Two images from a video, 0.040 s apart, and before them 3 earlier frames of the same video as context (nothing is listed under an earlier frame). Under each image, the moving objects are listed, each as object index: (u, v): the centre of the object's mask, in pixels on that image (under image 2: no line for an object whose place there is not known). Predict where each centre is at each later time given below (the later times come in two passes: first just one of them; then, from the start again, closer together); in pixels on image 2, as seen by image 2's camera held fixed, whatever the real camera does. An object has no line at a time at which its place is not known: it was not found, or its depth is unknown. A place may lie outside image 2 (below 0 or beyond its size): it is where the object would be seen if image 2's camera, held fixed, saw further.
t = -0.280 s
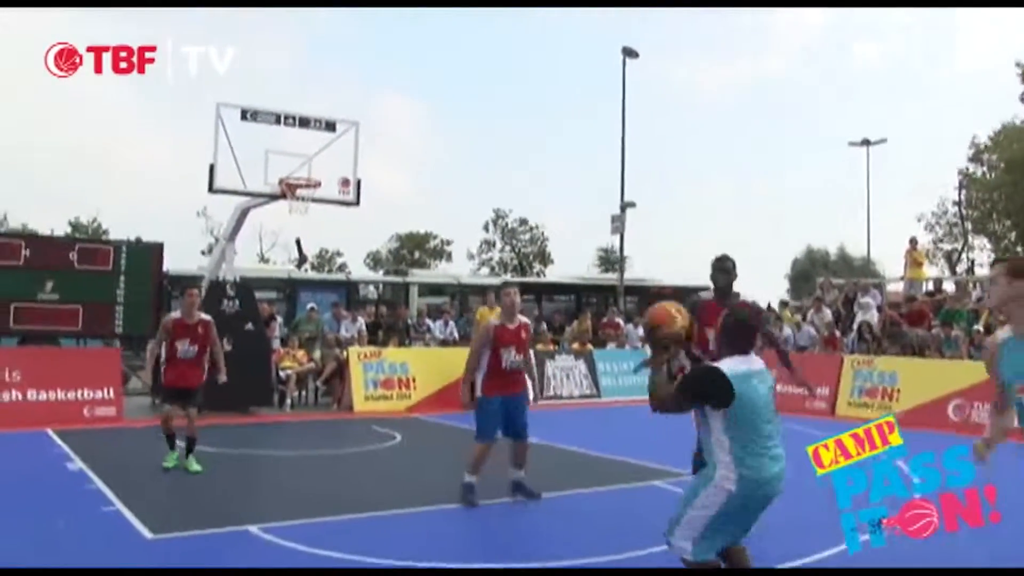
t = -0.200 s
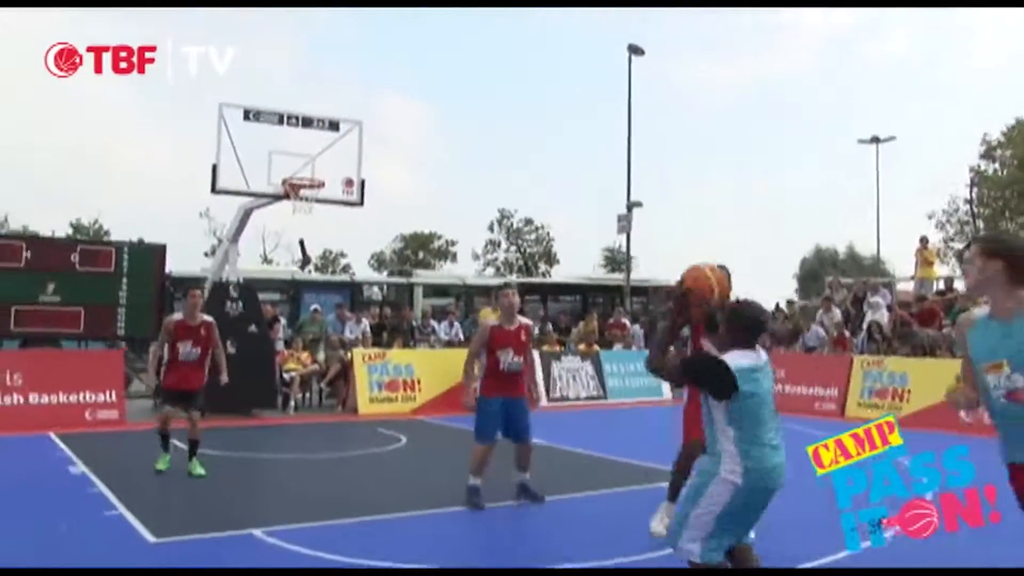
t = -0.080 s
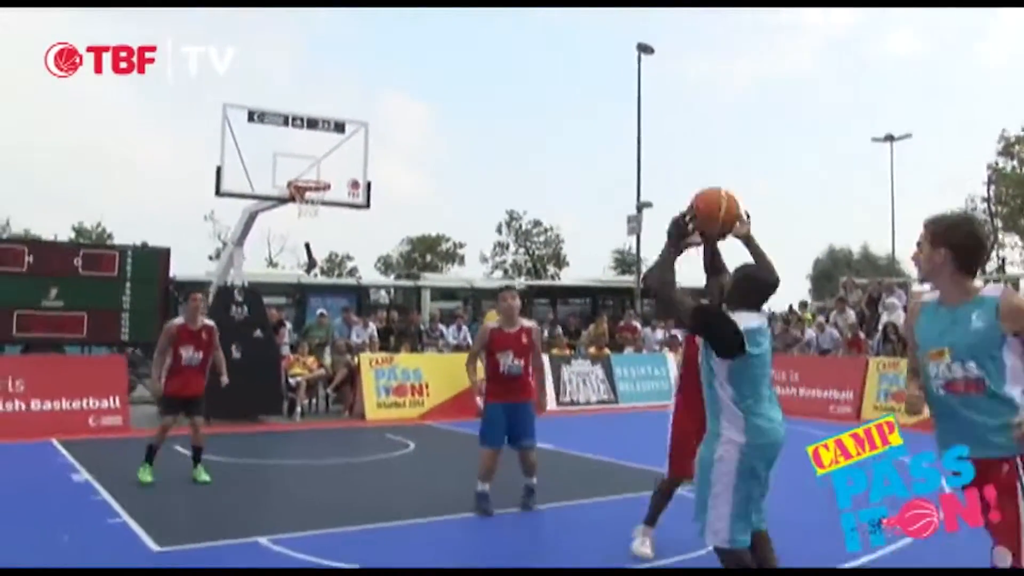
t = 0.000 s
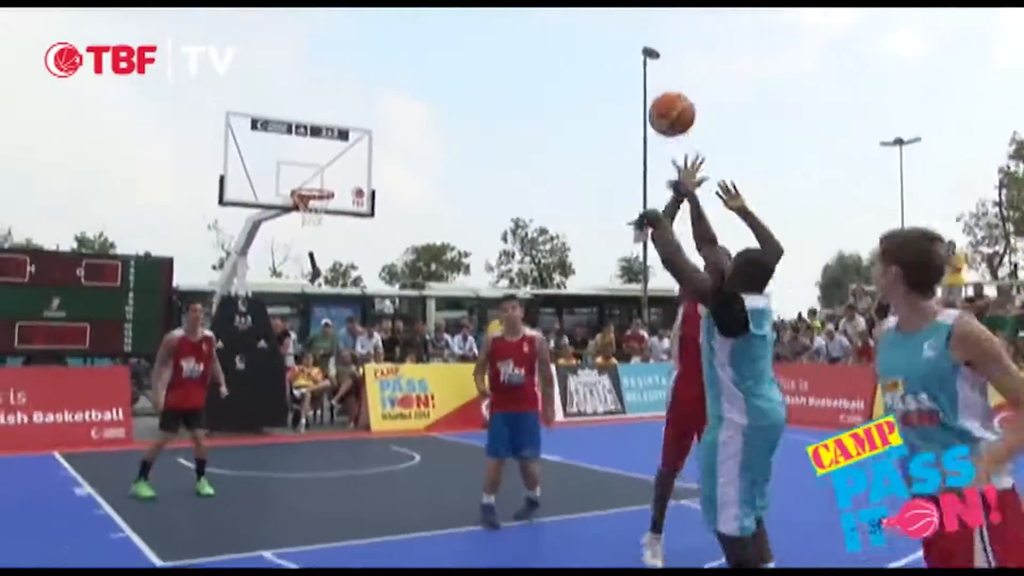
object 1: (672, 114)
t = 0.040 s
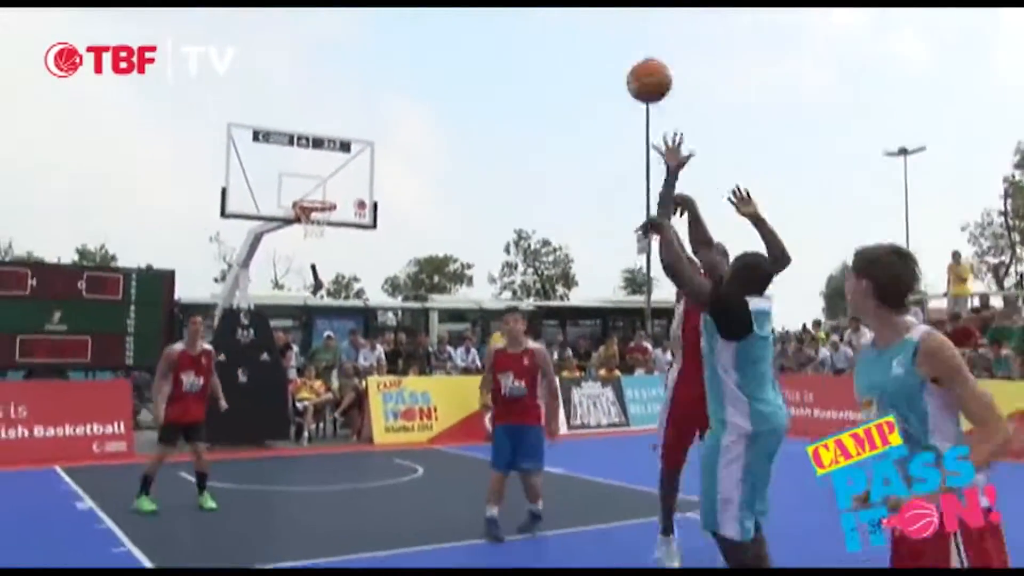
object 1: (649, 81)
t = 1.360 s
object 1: (308, 210)
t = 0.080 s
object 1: (631, 43)
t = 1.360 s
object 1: (308, 210)
